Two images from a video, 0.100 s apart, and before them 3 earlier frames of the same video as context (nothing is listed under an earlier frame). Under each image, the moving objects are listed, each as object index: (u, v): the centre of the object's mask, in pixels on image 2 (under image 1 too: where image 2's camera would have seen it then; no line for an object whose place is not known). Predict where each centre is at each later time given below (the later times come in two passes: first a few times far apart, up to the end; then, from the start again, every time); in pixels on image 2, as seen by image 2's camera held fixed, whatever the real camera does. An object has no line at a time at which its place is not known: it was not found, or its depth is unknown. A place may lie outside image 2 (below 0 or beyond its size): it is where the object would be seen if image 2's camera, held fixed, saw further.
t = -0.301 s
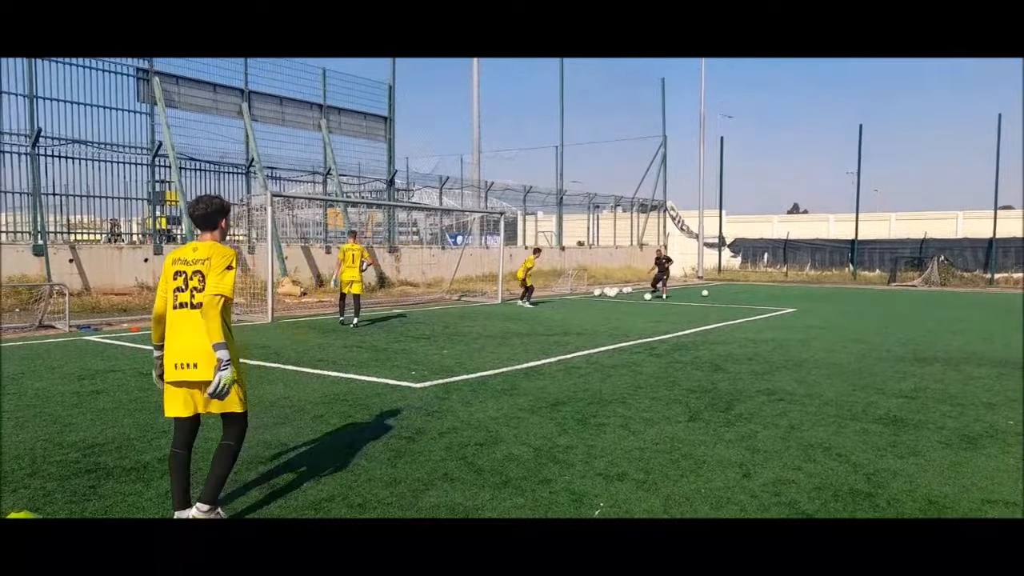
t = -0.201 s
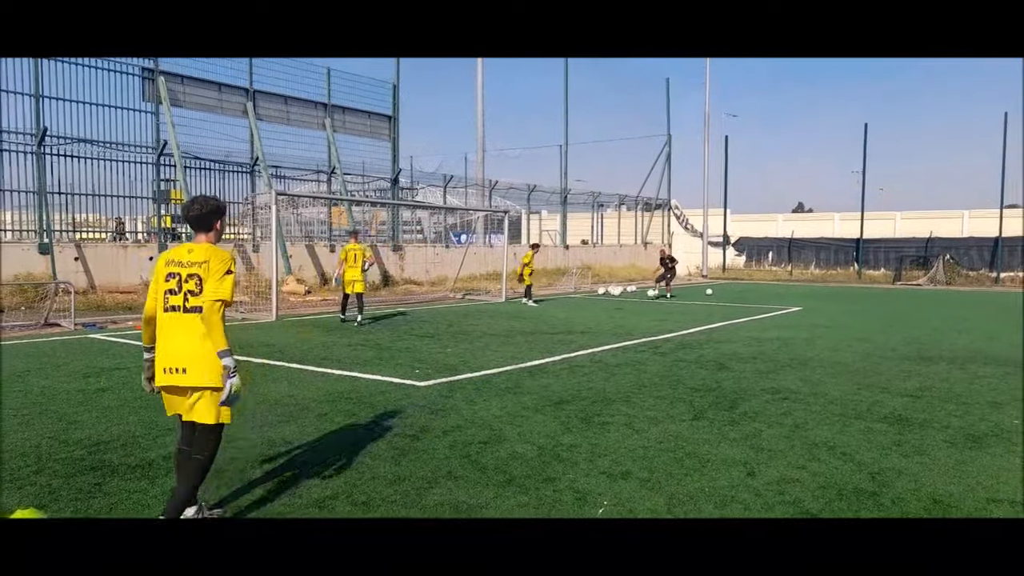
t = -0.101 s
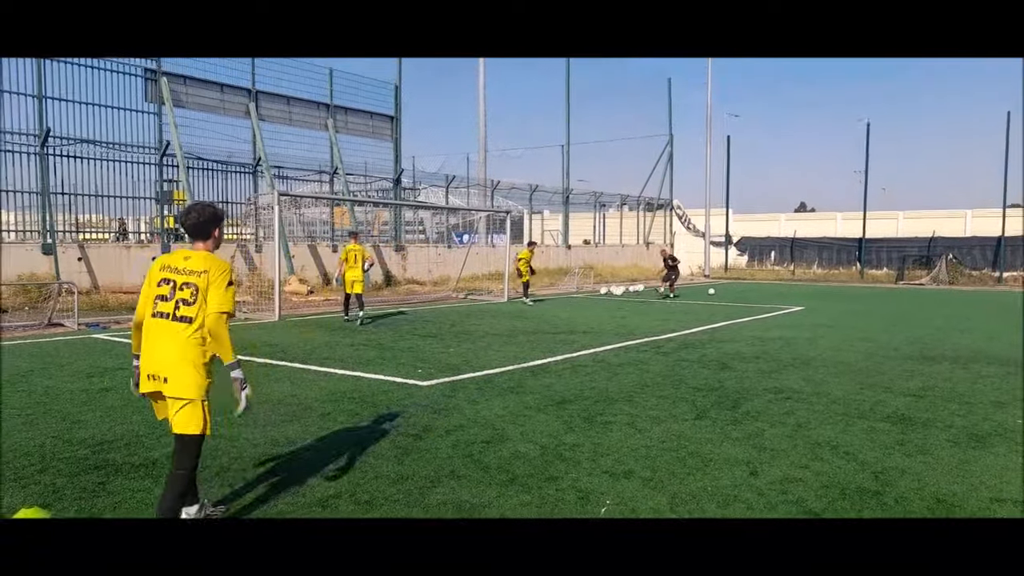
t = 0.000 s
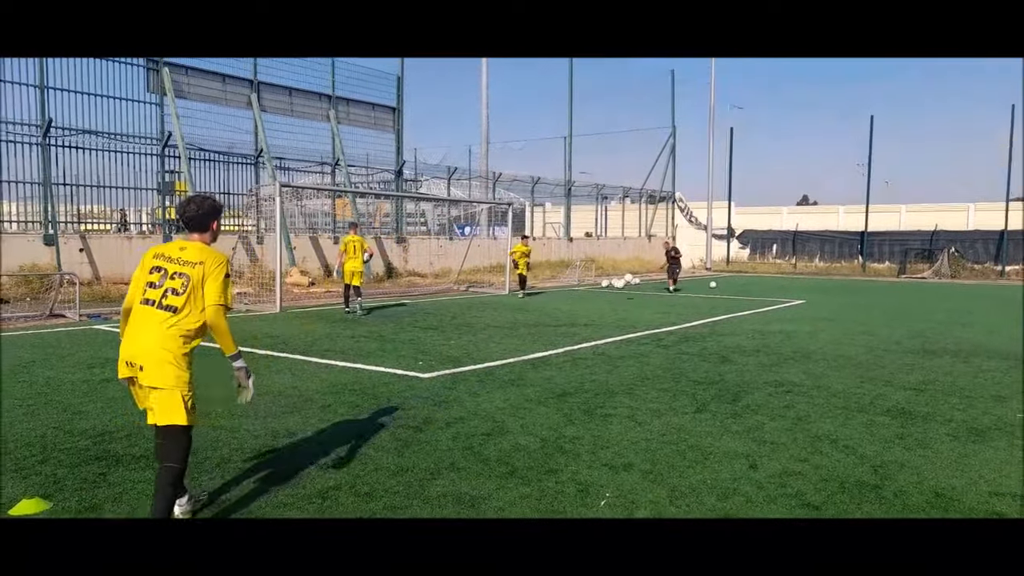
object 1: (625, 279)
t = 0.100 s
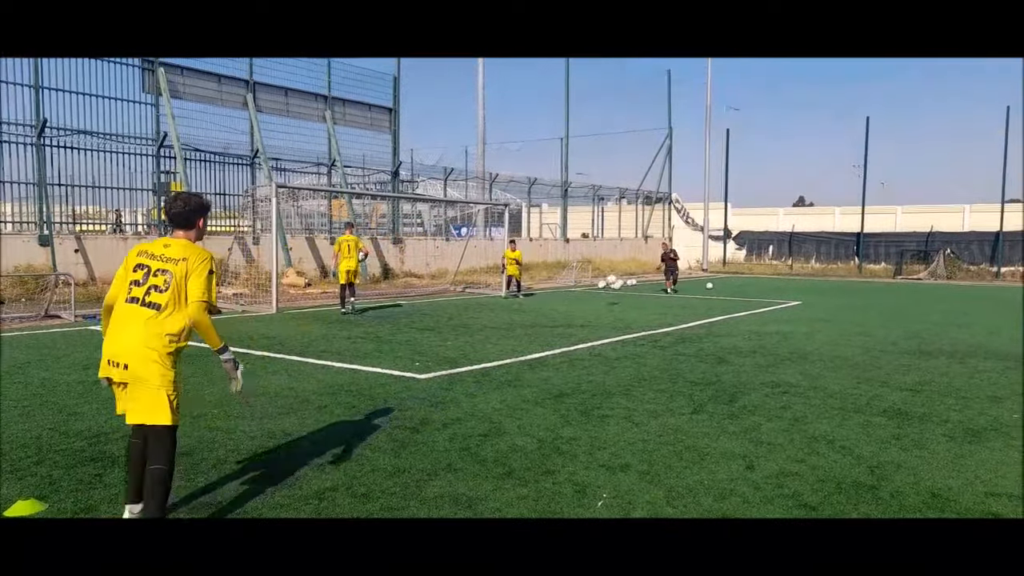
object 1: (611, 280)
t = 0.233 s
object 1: (591, 287)
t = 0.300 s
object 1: (581, 295)
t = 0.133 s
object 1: (606, 280)
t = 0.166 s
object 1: (601, 283)
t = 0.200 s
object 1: (596, 284)
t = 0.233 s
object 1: (591, 287)
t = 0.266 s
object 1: (586, 291)
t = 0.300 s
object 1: (581, 295)
